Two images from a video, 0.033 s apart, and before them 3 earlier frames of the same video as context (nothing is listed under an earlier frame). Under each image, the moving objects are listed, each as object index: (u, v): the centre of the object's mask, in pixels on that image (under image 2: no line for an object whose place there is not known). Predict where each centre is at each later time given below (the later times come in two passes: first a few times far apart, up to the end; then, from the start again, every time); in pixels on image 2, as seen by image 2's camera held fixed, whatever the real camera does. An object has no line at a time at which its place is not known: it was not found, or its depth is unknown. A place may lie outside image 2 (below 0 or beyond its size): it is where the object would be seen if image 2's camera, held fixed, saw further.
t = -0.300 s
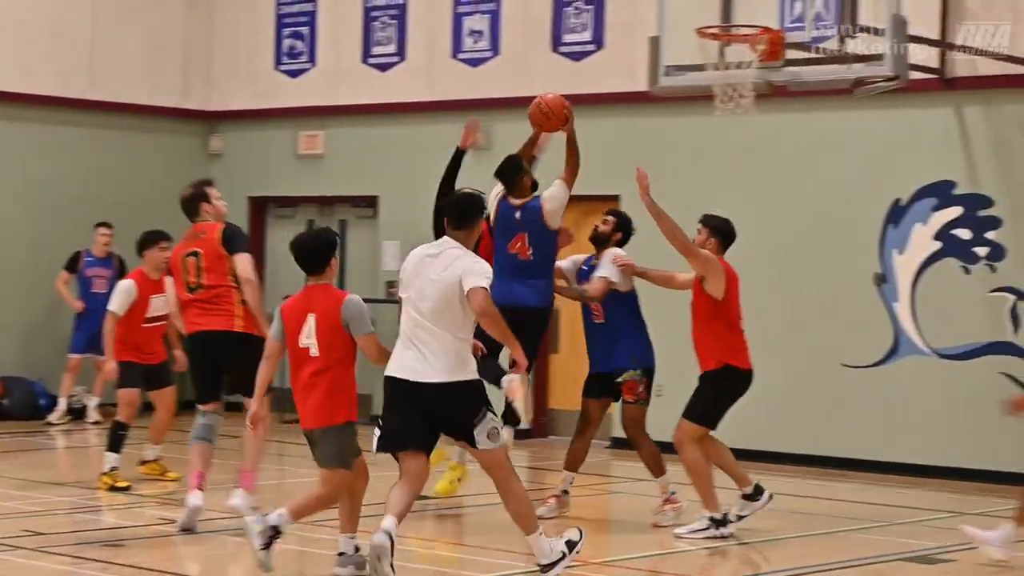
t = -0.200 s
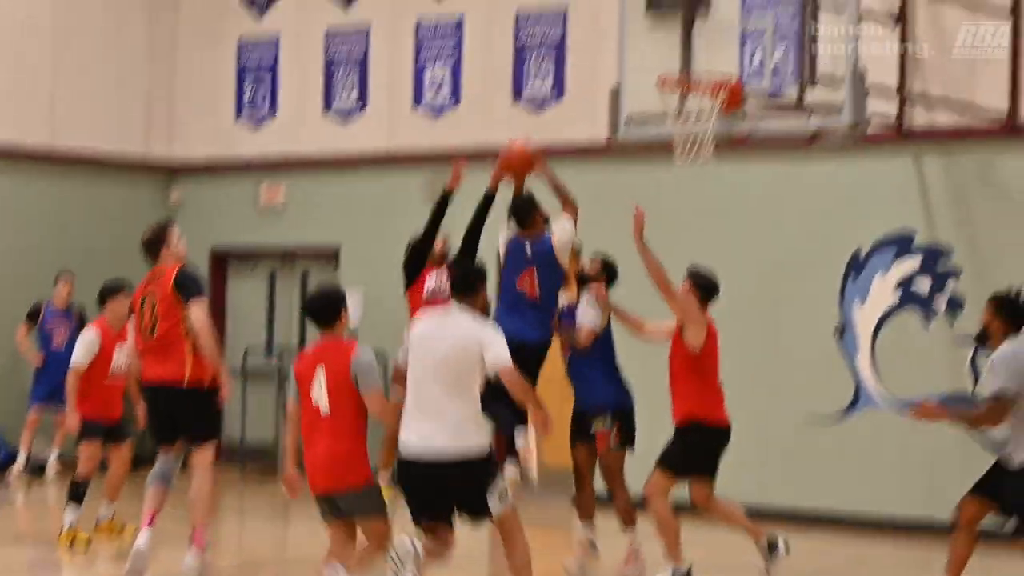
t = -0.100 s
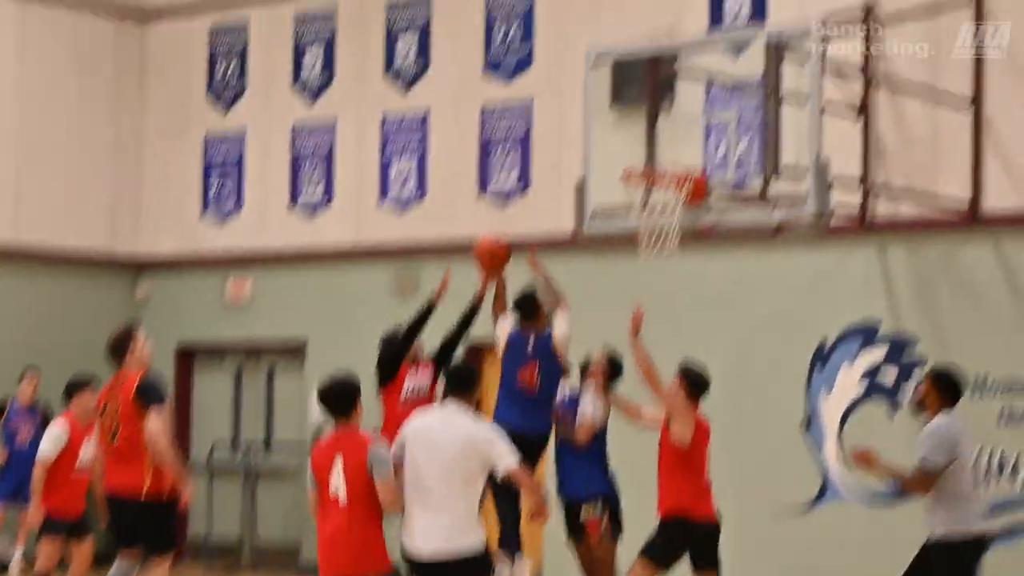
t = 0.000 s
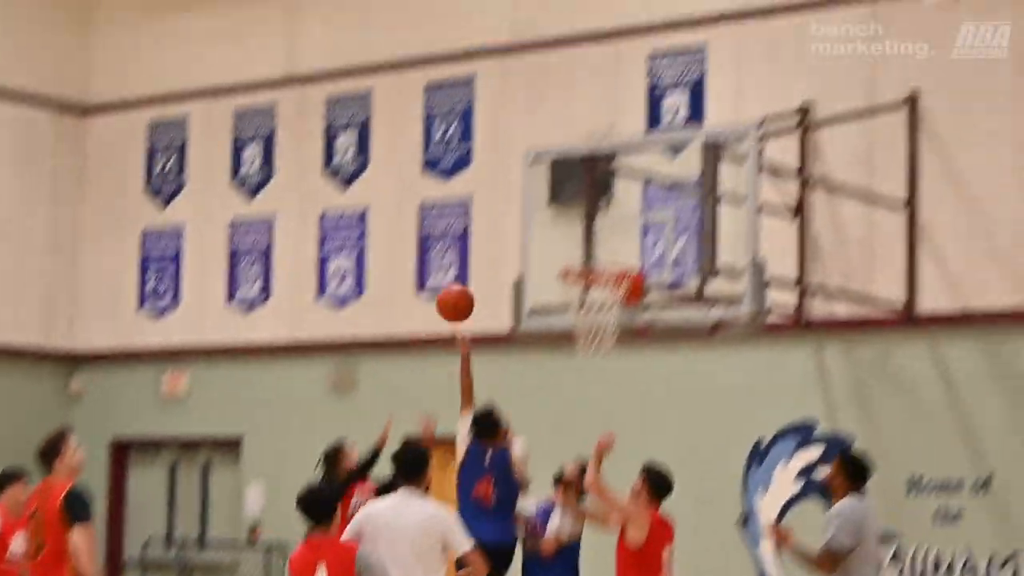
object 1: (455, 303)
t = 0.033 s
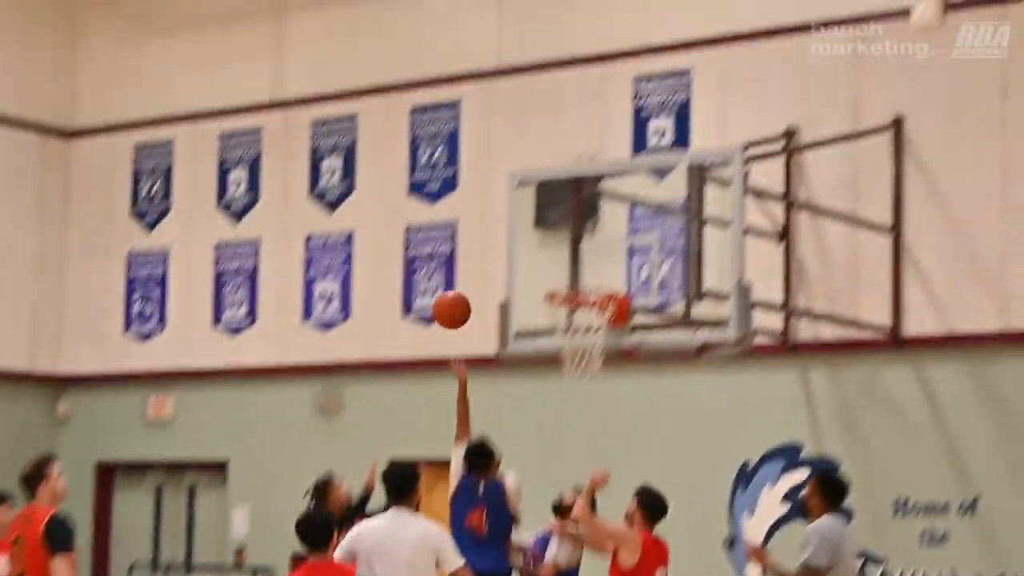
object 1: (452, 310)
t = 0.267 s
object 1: (519, 245)
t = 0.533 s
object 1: (597, 272)
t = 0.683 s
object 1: (617, 269)
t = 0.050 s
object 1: (456, 302)
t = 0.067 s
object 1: (462, 296)
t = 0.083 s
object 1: (466, 289)
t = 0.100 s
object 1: (471, 283)
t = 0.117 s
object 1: (476, 277)
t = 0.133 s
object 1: (481, 272)
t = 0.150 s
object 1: (486, 267)
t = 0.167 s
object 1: (491, 263)
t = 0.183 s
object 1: (495, 259)
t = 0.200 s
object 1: (500, 255)
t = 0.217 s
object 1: (505, 252)
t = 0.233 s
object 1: (510, 249)
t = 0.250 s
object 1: (515, 247)
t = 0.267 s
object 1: (519, 245)
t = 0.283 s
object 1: (524, 243)
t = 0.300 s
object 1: (529, 242)
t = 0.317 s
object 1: (534, 241)
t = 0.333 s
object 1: (539, 241)
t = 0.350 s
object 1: (544, 241)
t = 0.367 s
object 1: (549, 242)
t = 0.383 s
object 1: (553, 243)
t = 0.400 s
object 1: (557, 244)
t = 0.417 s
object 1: (563, 246)
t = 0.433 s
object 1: (568, 249)
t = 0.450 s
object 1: (573, 251)
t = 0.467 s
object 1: (577, 254)
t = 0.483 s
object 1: (582, 258)
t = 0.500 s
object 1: (587, 262)
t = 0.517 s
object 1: (592, 267)
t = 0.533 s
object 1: (597, 272)
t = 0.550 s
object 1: (600, 274)
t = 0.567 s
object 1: (603, 272)
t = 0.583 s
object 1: (605, 270)
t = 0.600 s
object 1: (607, 269)
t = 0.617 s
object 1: (609, 268)
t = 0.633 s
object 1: (611, 268)
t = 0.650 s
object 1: (612, 268)
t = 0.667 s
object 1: (615, 268)
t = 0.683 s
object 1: (617, 269)
